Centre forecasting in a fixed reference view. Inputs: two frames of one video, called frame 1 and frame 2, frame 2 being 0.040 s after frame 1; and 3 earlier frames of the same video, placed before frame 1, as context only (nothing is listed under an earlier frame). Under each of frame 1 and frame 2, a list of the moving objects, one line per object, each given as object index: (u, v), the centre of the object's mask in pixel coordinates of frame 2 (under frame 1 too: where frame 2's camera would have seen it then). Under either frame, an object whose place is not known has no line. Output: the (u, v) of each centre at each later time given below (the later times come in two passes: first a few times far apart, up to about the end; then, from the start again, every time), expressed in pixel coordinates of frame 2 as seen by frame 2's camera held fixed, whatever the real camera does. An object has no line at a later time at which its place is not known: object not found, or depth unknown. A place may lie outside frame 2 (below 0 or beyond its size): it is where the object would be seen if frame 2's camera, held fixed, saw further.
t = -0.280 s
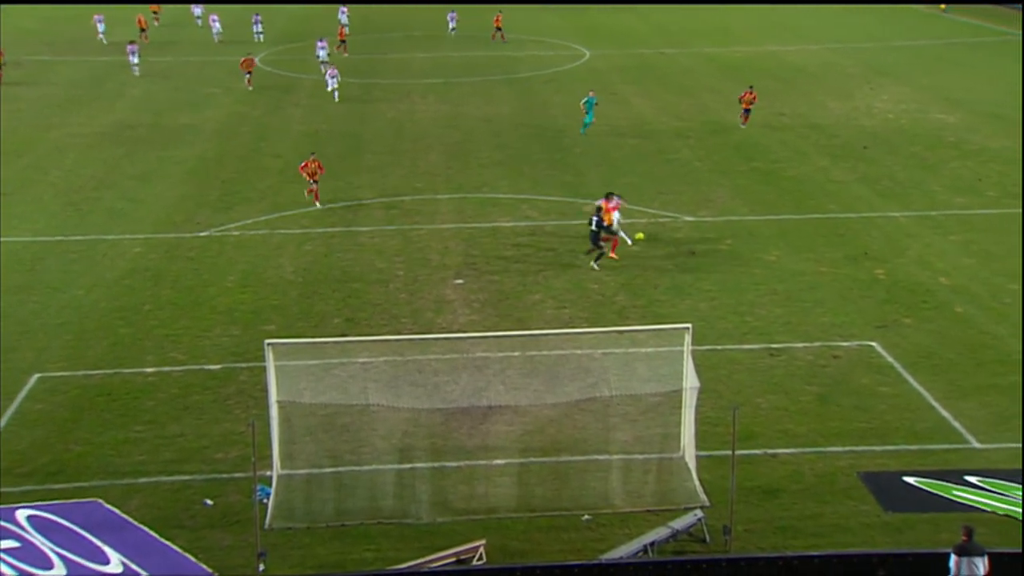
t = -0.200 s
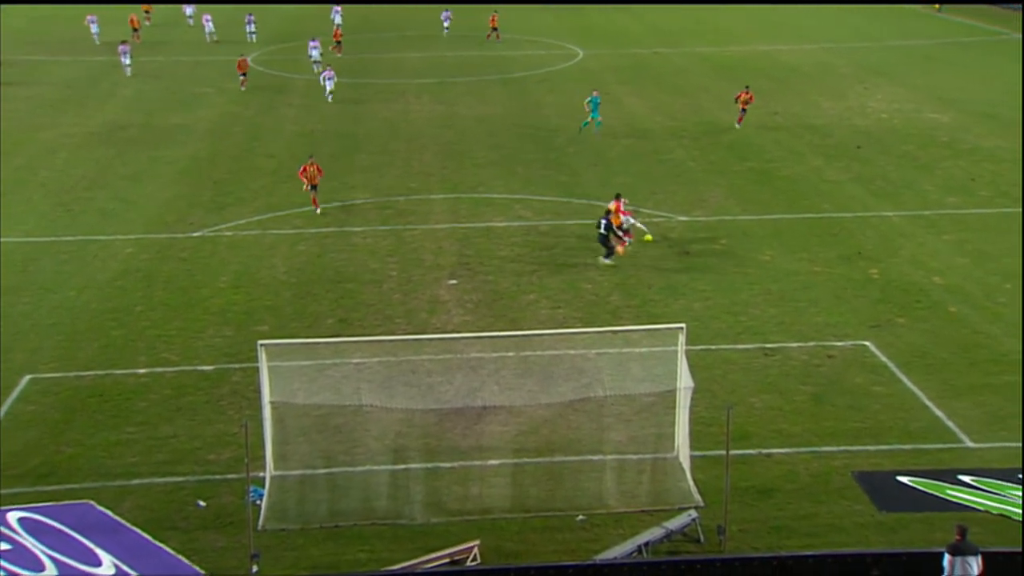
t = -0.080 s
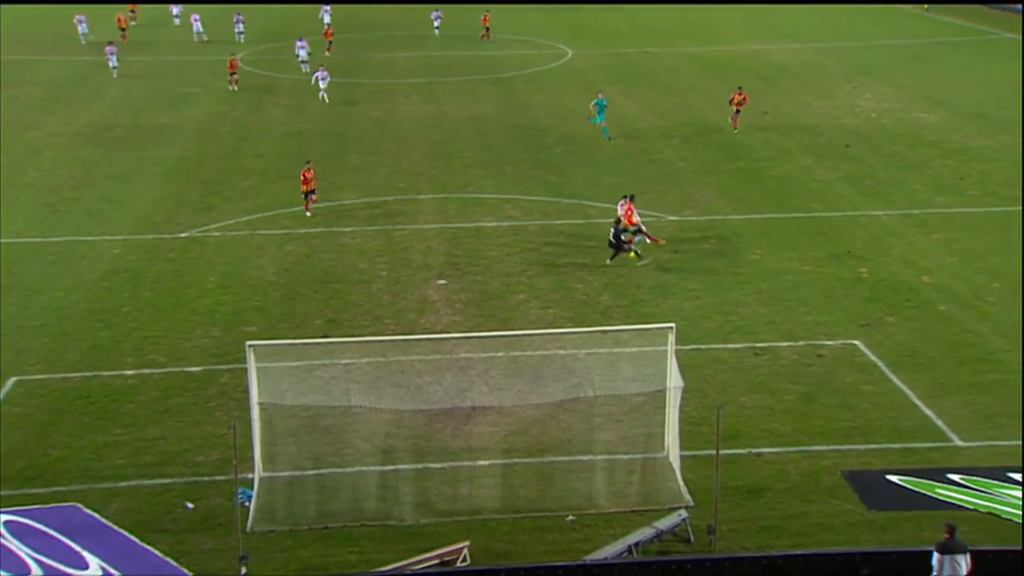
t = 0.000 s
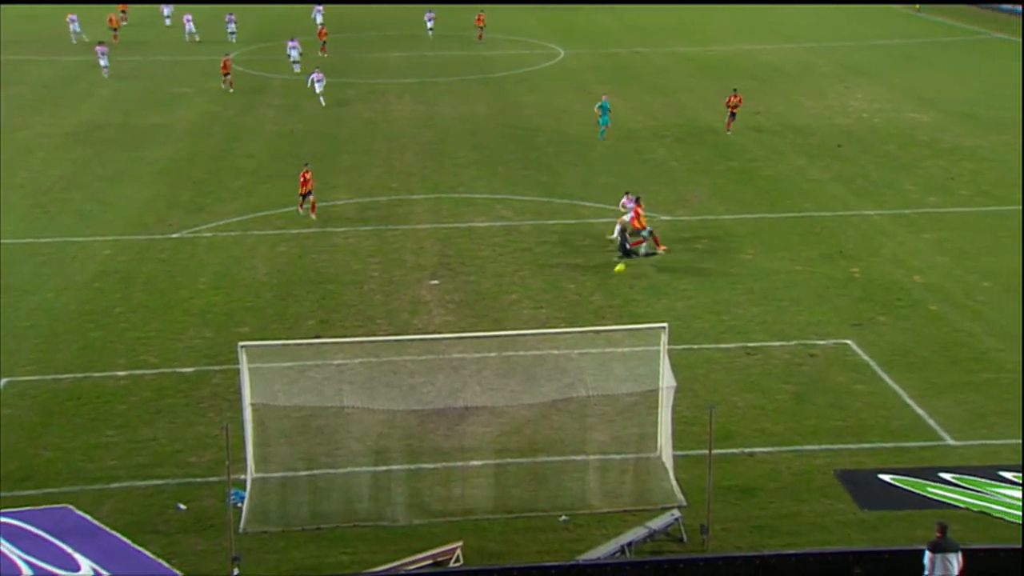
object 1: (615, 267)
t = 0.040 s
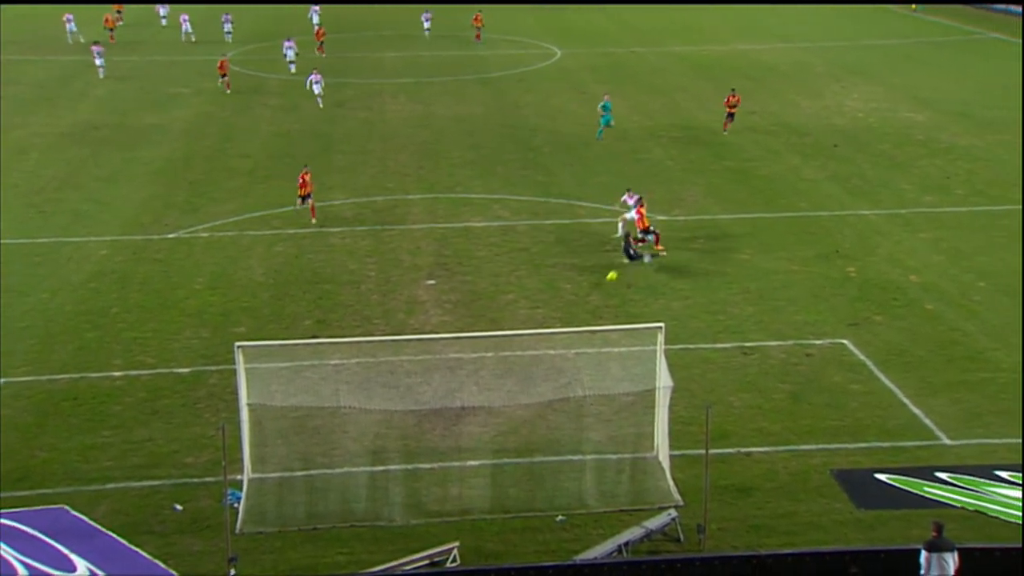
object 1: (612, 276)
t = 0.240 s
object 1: (581, 324)
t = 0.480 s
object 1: (534, 382)
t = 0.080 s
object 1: (606, 284)
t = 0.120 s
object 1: (600, 294)
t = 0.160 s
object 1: (594, 304)
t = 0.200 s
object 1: (588, 316)
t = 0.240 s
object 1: (581, 324)
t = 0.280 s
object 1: (574, 335)
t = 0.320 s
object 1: (567, 340)
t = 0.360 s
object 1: (560, 349)
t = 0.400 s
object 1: (552, 359)
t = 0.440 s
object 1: (543, 371)
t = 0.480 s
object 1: (534, 382)
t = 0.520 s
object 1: (526, 390)
